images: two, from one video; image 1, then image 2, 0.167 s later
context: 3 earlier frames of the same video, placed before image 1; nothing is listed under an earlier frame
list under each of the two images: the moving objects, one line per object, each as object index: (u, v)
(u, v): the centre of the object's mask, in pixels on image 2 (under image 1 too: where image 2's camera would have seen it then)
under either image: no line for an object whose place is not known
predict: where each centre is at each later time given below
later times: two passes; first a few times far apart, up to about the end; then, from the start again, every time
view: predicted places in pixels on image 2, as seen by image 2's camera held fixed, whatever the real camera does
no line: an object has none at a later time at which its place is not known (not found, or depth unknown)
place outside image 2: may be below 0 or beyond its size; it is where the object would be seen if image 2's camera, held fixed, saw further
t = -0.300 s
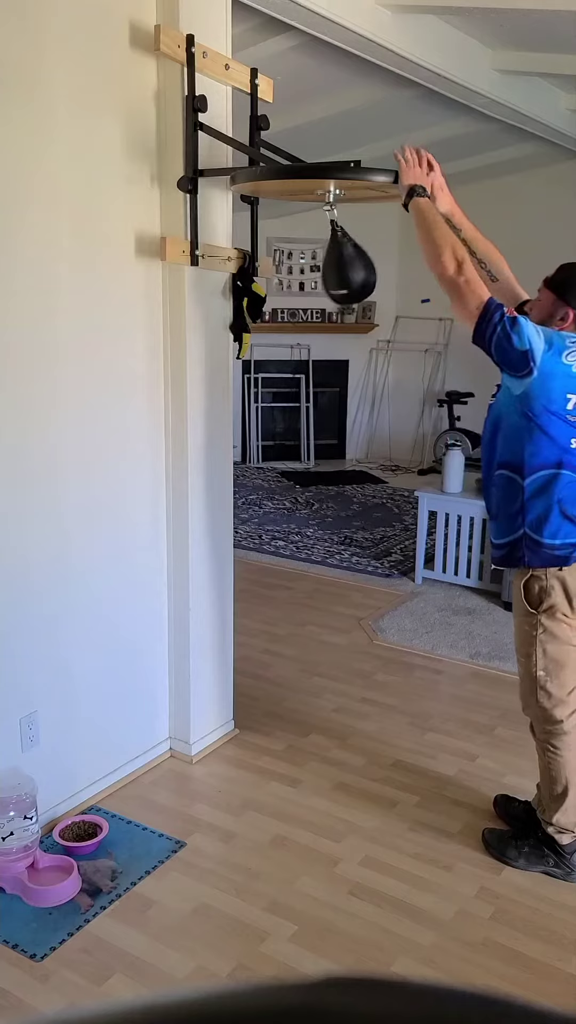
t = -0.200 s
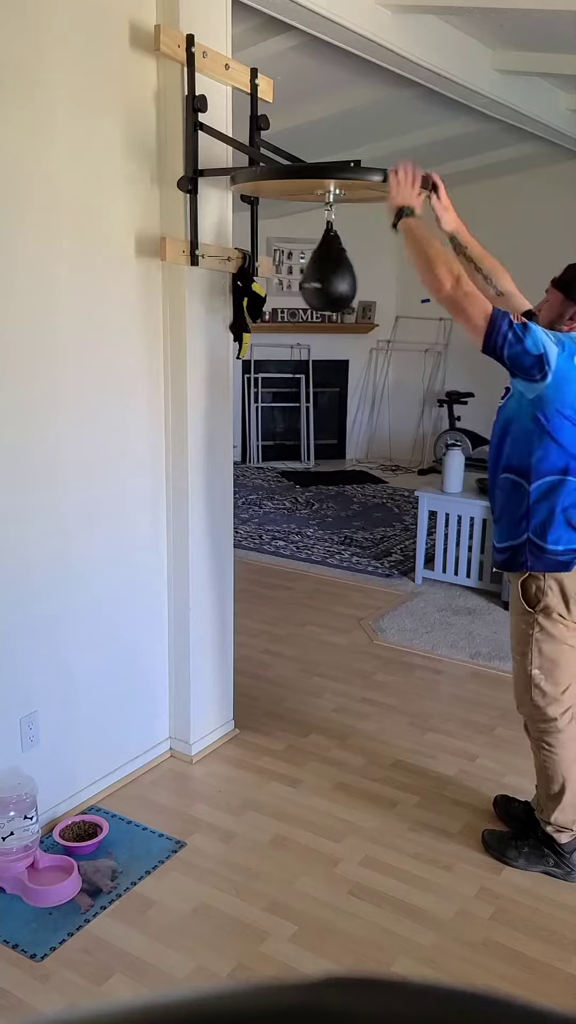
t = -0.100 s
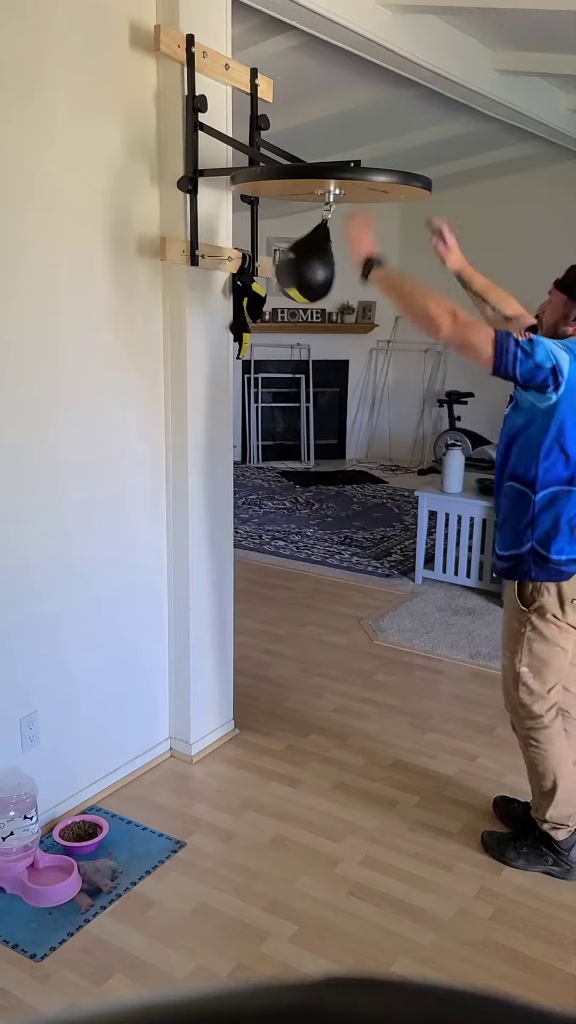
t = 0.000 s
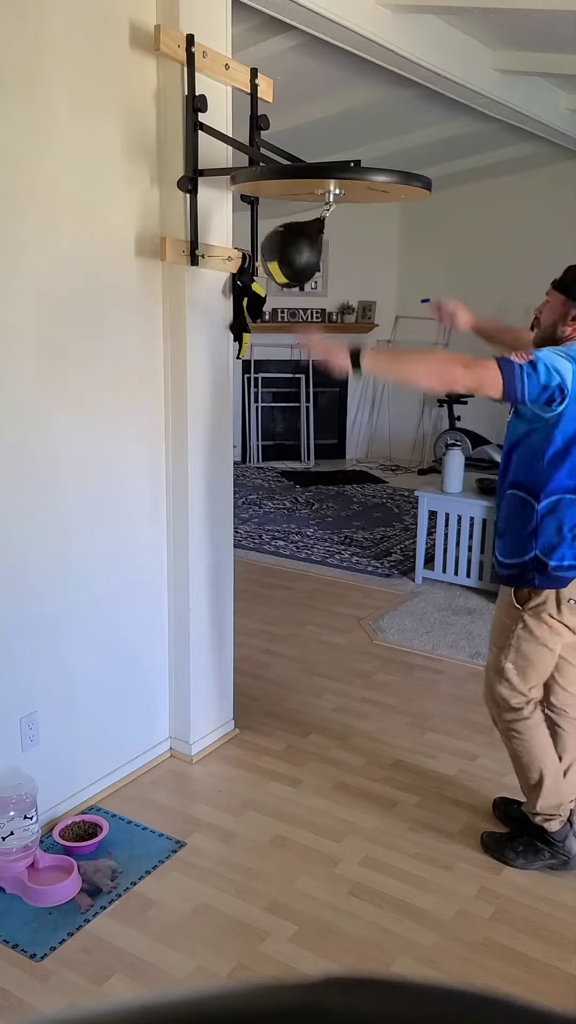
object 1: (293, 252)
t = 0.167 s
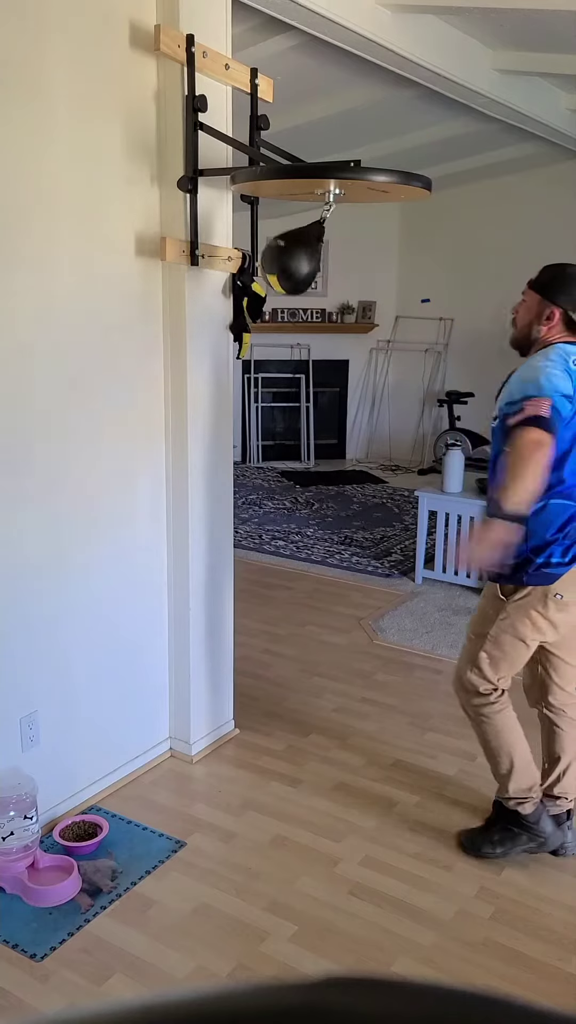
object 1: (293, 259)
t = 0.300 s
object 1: (318, 274)
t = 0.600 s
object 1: (365, 255)
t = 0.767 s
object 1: (349, 271)
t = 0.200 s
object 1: (297, 263)
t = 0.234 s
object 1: (303, 268)
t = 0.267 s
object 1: (309, 272)
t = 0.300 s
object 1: (318, 274)
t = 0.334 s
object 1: (326, 275)
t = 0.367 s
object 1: (334, 274)
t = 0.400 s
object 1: (342, 272)
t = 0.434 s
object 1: (349, 268)
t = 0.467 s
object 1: (355, 264)
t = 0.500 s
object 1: (359, 260)
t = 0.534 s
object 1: (362, 257)
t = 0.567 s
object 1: (364, 255)
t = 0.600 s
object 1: (365, 255)
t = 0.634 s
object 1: (364, 256)
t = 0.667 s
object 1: (363, 259)
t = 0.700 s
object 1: (360, 263)
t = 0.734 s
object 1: (355, 267)
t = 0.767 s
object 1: (349, 271)
